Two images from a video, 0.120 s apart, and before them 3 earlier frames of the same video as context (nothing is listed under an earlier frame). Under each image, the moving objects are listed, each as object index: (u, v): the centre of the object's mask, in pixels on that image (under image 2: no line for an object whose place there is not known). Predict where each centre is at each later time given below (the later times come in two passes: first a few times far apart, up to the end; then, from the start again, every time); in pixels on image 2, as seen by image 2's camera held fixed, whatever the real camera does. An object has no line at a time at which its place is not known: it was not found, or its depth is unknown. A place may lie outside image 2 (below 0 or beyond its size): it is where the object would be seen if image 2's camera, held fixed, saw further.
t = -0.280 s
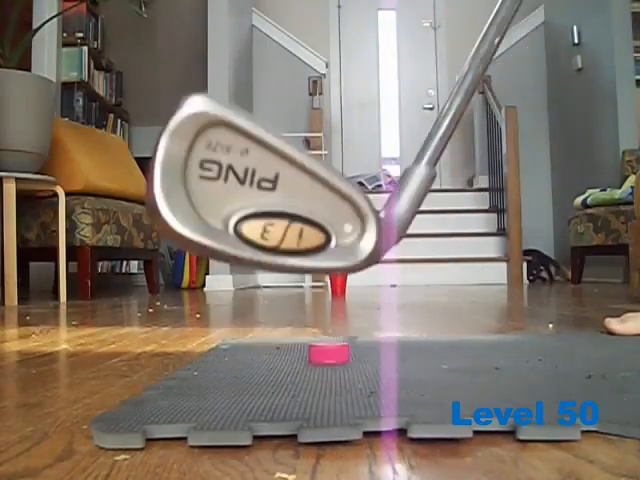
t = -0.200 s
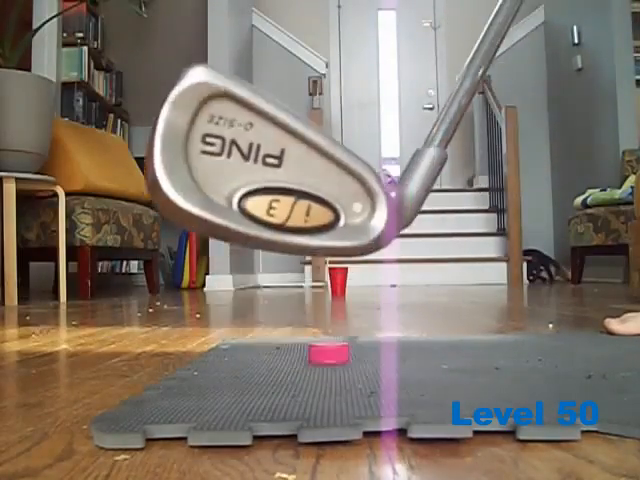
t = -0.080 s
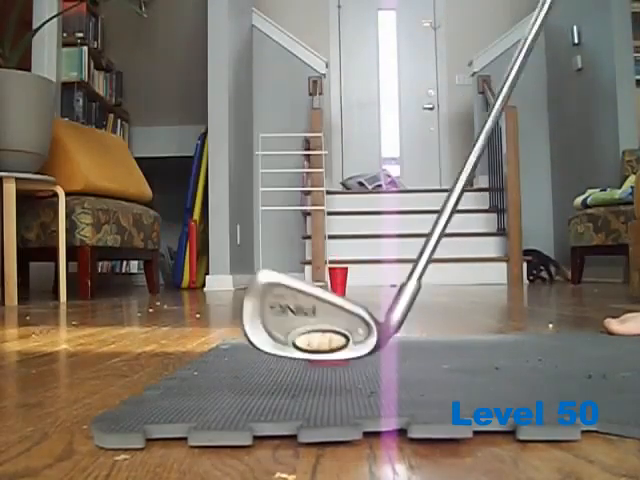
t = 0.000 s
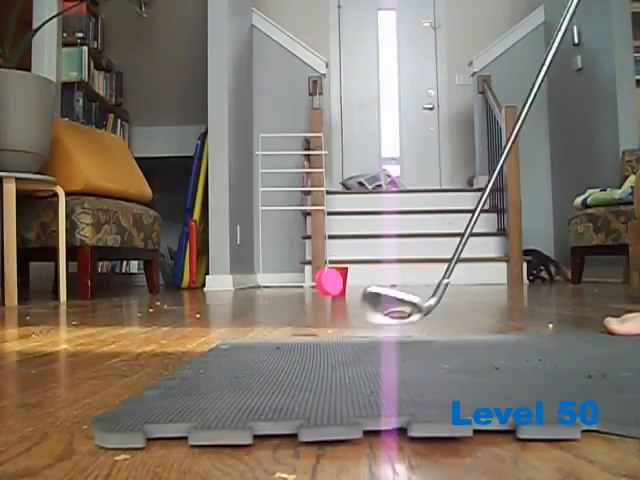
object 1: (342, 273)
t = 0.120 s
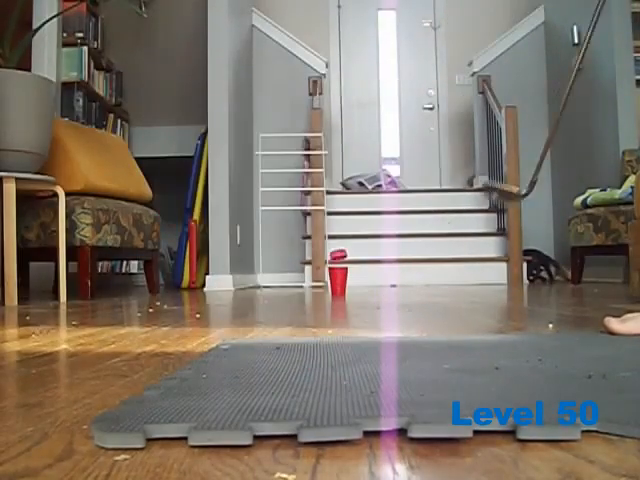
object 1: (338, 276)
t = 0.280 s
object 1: (338, 276)
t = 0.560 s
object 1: (304, 273)
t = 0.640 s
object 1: (297, 277)
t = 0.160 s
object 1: (338, 277)
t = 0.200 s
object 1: (338, 276)
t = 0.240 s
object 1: (338, 277)
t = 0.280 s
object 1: (338, 276)
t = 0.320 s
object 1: (338, 276)
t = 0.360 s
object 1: (338, 277)
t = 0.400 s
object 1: (324, 276)
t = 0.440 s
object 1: (318, 275)
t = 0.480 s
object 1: (313, 275)
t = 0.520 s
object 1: (308, 274)
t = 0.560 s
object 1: (304, 273)
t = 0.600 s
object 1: (299, 276)
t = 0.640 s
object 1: (297, 277)
